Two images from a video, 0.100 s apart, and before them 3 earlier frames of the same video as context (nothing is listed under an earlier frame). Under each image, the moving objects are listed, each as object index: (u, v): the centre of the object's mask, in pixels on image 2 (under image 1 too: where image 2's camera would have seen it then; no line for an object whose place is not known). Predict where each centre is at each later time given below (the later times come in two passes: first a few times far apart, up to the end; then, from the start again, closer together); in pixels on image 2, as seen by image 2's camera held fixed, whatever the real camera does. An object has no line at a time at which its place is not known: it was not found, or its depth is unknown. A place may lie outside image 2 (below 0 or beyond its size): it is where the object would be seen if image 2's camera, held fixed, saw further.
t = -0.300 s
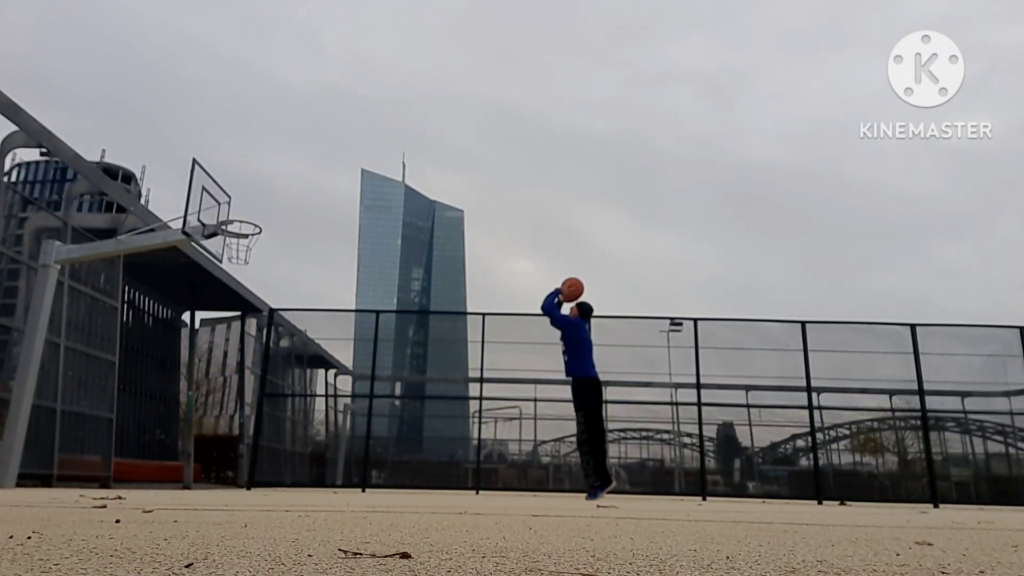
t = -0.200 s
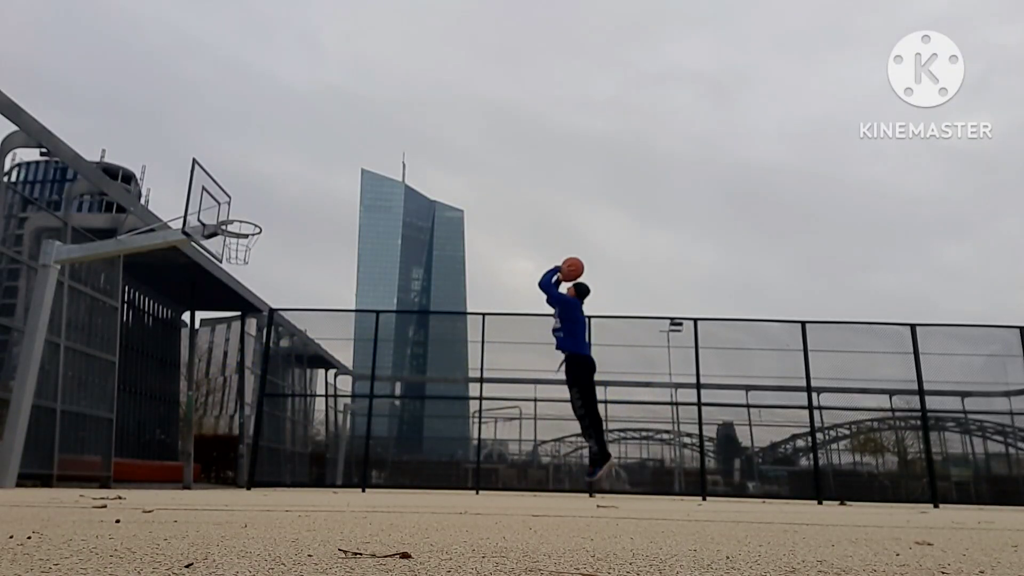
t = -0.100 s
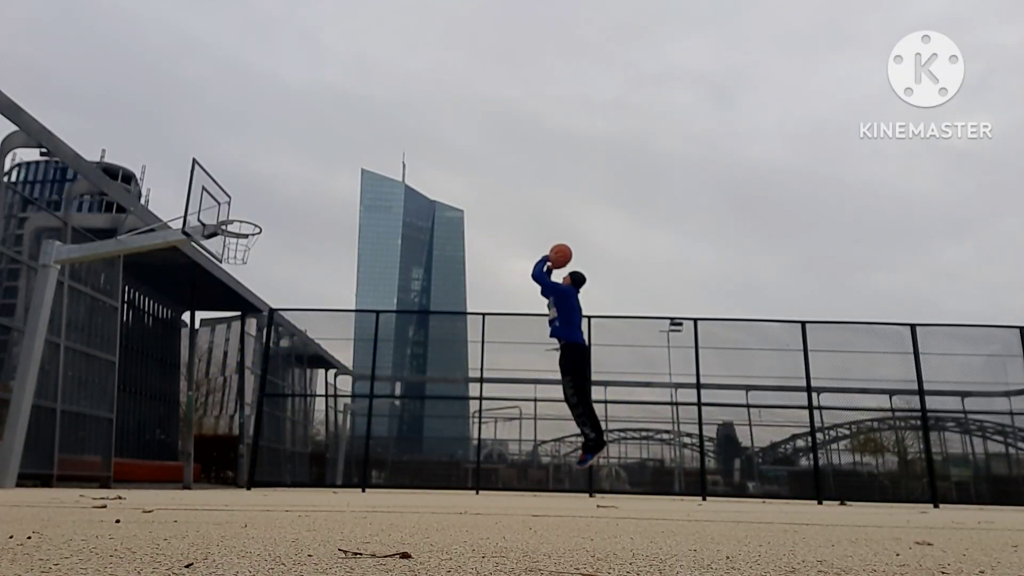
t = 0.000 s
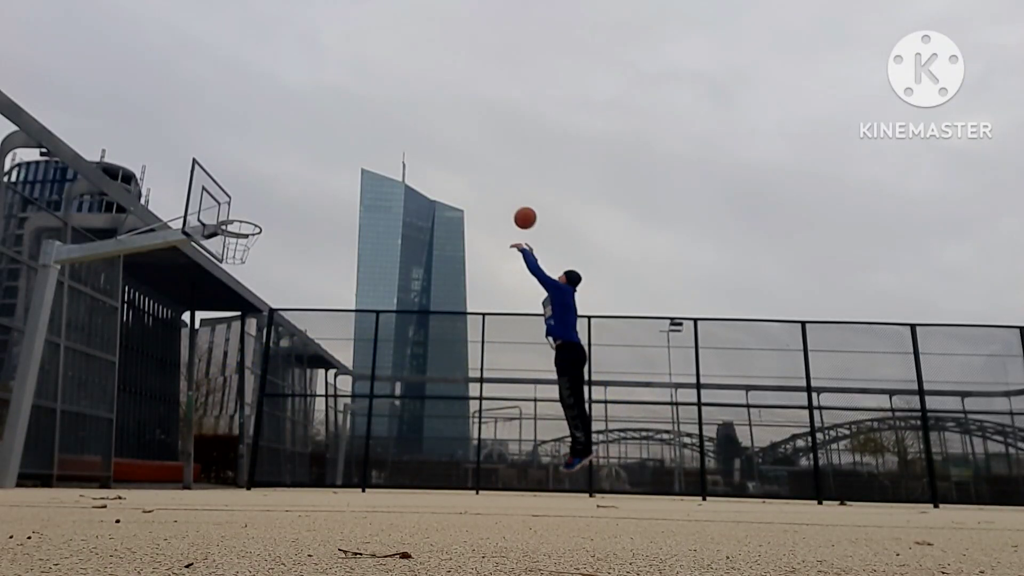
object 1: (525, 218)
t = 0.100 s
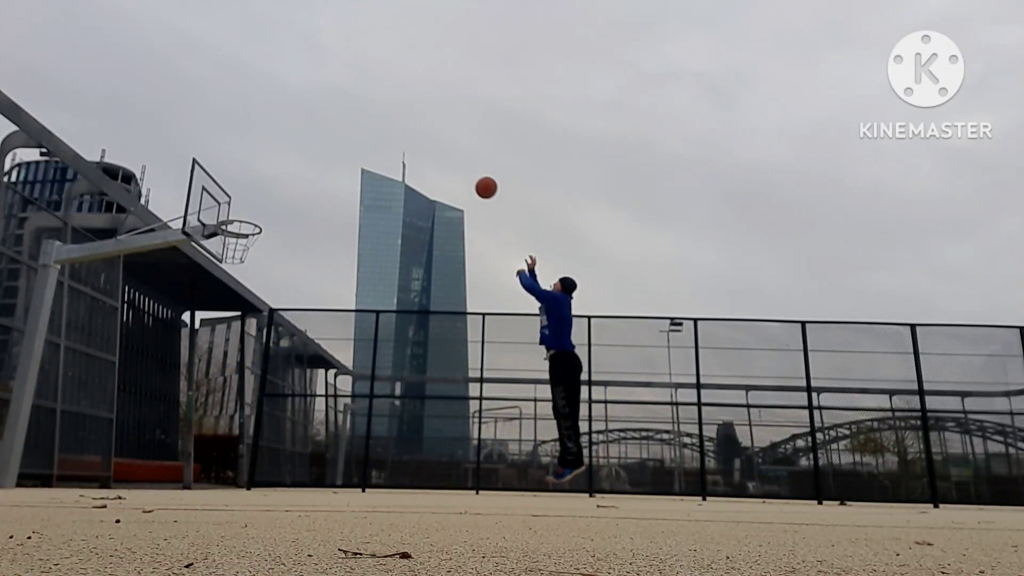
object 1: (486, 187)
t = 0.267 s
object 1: (425, 158)
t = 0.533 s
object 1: (333, 160)
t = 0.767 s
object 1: (256, 206)
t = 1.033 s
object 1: (249, 239)
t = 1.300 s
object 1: (236, 251)
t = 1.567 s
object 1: (224, 279)
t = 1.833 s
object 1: (207, 363)
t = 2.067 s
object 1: (187, 470)
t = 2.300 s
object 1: (191, 376)
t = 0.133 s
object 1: (473, 179)
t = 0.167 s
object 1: (461, 172)
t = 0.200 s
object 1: (449, 167)
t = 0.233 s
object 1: (437, 162)
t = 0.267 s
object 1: (425, 158)
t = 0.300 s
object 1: (413, 155)
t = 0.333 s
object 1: (401, 153)
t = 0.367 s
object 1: (390, 152)
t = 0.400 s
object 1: (378, 152)
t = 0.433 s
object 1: (367, 152)
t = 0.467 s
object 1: (356, 154)
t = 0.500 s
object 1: (345, 156)
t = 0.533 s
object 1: (333, 160)
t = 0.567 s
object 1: (322, 164)
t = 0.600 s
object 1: (311, 169)
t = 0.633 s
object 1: (300, 174)
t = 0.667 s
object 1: (289, 181)
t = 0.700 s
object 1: (278, 188)
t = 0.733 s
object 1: (267, 197)
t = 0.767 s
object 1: (256, 206)
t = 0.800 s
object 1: (244, 215)
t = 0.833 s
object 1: (233, 229)
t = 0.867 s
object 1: (236, 234)
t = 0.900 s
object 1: (243, 240)
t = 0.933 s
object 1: (249, 239)
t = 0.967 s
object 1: (252, 237)
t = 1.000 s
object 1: (250, 238)
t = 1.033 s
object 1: (249, 239)
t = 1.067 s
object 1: (248, 240)
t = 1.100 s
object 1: (246, 240)
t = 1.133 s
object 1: (245, 241)
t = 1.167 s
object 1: (243, 242)
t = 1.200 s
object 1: (242, 244)
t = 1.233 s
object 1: (240, 246)
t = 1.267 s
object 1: (238, 248)
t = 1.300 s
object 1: (236, 251)
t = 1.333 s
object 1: (235, 253)
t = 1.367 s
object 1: (233, 255)
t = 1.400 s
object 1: (232, 257)
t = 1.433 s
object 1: (230, 259)
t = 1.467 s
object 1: (229, 263)
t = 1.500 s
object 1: (227, 268)
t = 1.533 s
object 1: (226, 273)
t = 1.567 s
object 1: (224, 279)
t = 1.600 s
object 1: (223, 286)
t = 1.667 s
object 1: (219, 302)
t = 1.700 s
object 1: (217, 313)
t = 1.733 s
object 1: (215, 323)
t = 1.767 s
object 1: (212, 336)
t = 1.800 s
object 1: (210, 349)
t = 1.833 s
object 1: (207, 363)
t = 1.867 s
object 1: (204, 379)
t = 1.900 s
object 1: (202, 395)
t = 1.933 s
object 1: (198, 413)
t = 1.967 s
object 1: (195, 432)
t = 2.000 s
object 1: (191, 453)
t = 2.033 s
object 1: (187, 475)
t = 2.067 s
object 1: (187, 470)
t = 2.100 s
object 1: (188, 453)
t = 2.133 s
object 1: (189, 438)
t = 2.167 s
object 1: (189, 424)
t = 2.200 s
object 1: (190, 410)
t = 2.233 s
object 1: (190, 398)
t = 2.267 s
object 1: (191, 386)
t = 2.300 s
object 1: (191, 376)
